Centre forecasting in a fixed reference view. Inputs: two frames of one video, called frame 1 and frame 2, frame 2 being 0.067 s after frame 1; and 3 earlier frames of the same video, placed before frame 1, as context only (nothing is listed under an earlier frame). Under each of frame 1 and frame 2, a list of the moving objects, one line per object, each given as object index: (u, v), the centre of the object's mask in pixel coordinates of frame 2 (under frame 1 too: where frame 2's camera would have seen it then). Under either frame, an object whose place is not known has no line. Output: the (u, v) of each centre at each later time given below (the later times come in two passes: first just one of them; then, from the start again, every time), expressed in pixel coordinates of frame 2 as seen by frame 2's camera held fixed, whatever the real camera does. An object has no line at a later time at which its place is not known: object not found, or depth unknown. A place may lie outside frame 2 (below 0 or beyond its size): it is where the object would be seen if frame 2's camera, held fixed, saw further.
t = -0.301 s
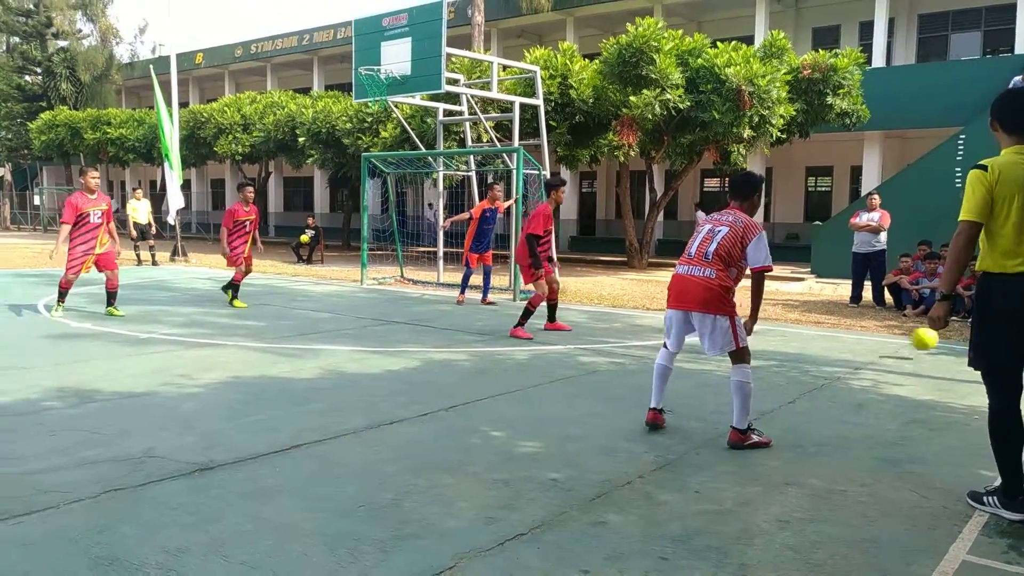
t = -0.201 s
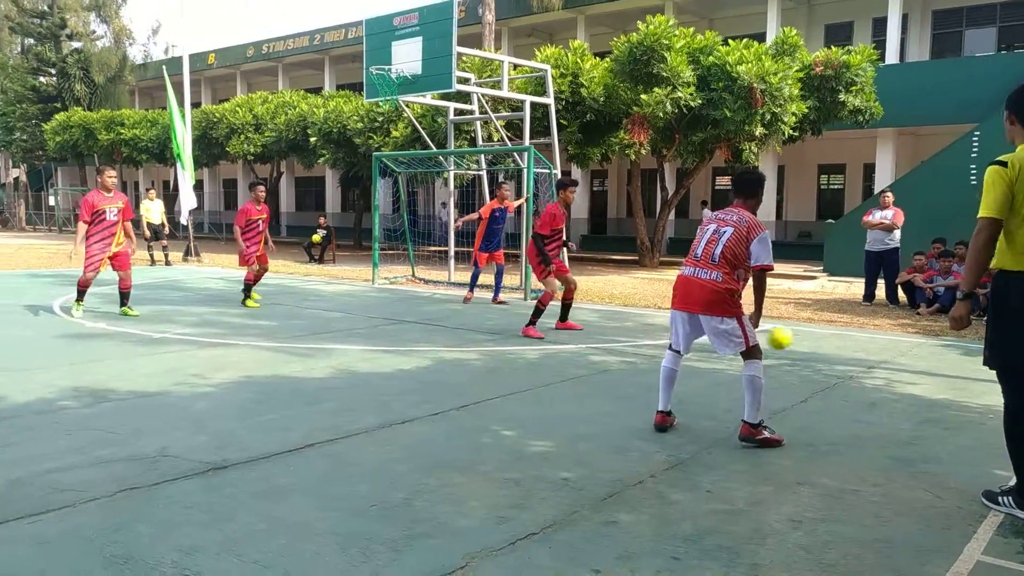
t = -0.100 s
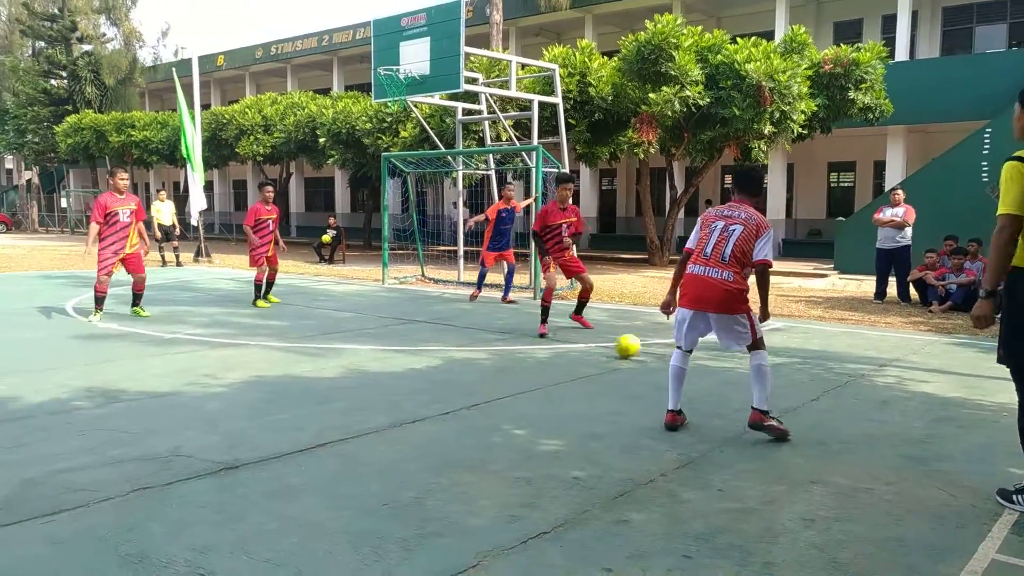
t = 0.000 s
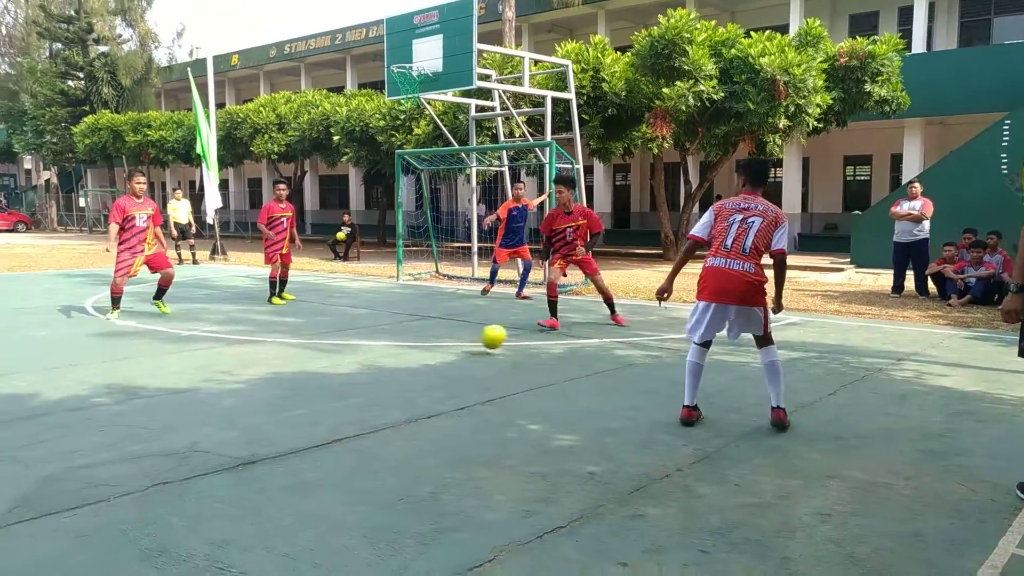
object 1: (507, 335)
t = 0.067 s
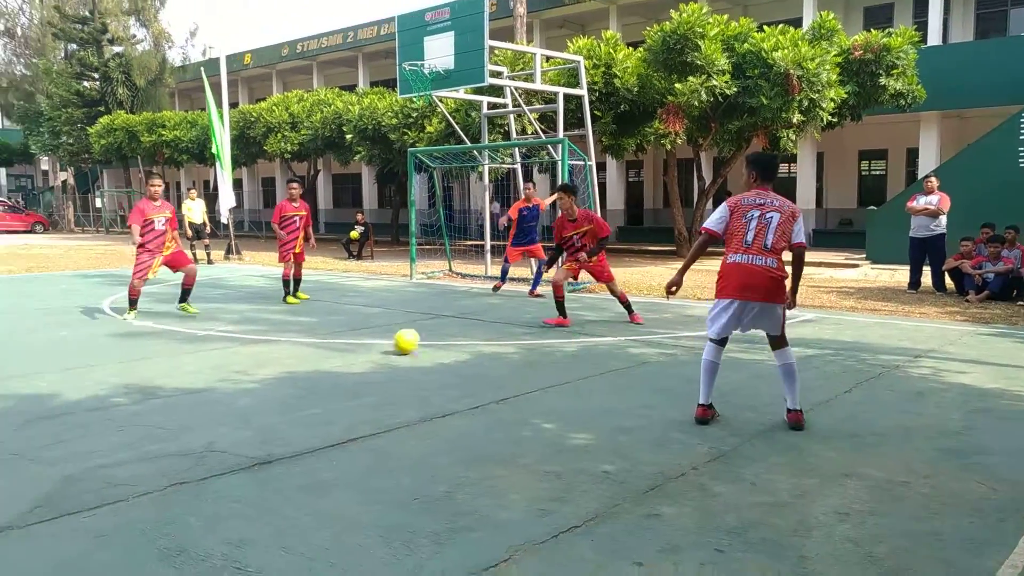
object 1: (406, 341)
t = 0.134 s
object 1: (309, 341)
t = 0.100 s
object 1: (357, 342)
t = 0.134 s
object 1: (309, 341)
